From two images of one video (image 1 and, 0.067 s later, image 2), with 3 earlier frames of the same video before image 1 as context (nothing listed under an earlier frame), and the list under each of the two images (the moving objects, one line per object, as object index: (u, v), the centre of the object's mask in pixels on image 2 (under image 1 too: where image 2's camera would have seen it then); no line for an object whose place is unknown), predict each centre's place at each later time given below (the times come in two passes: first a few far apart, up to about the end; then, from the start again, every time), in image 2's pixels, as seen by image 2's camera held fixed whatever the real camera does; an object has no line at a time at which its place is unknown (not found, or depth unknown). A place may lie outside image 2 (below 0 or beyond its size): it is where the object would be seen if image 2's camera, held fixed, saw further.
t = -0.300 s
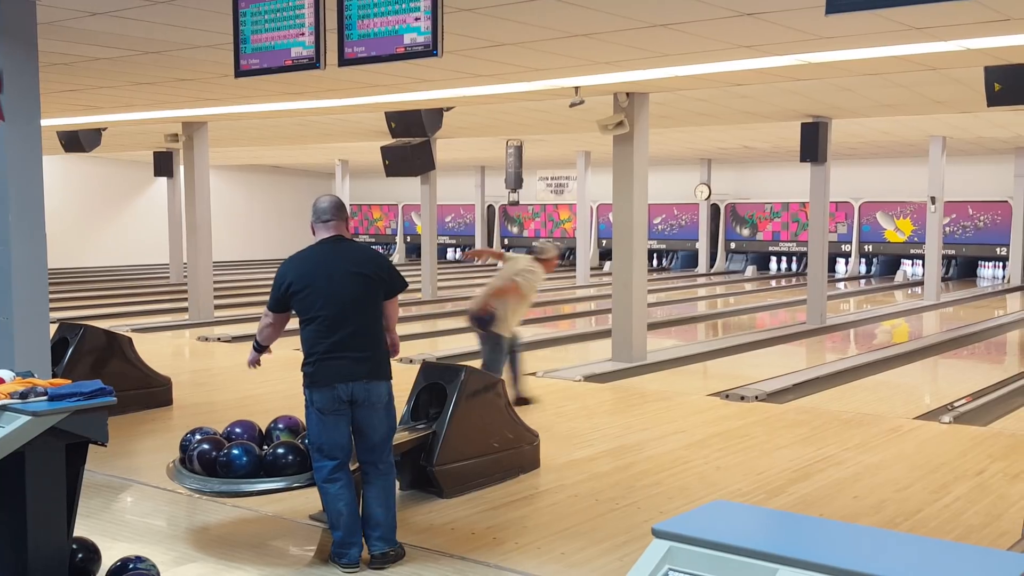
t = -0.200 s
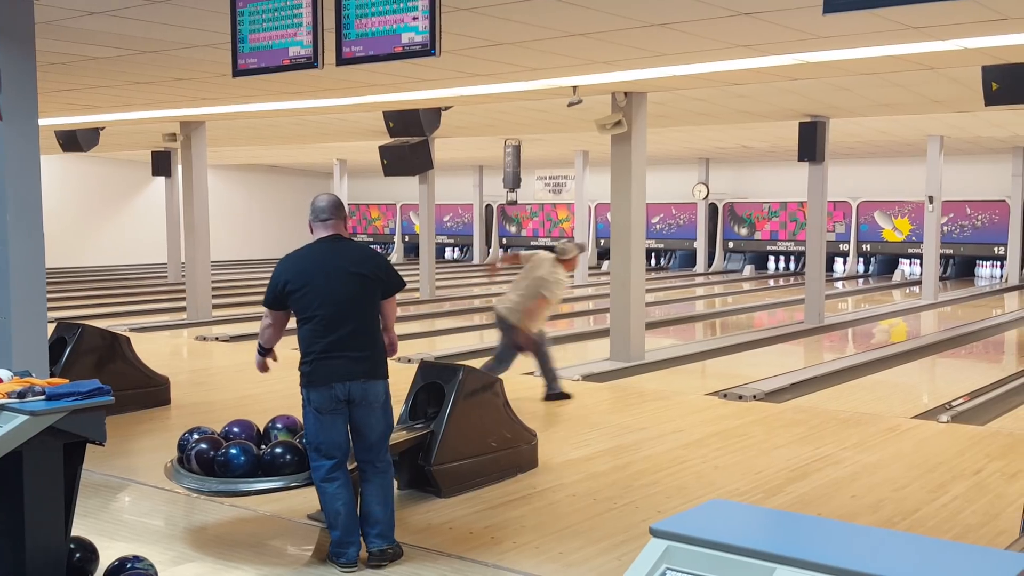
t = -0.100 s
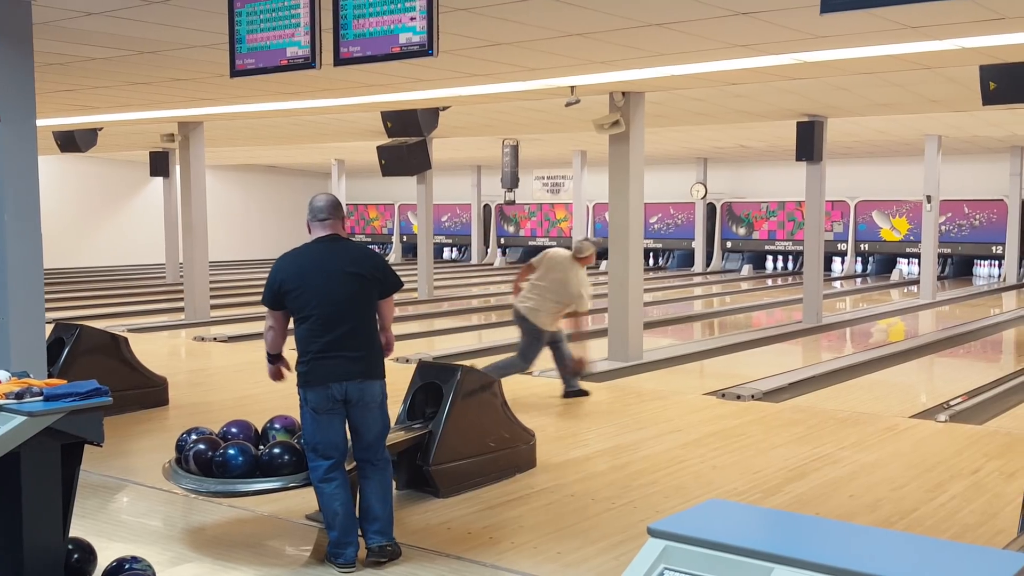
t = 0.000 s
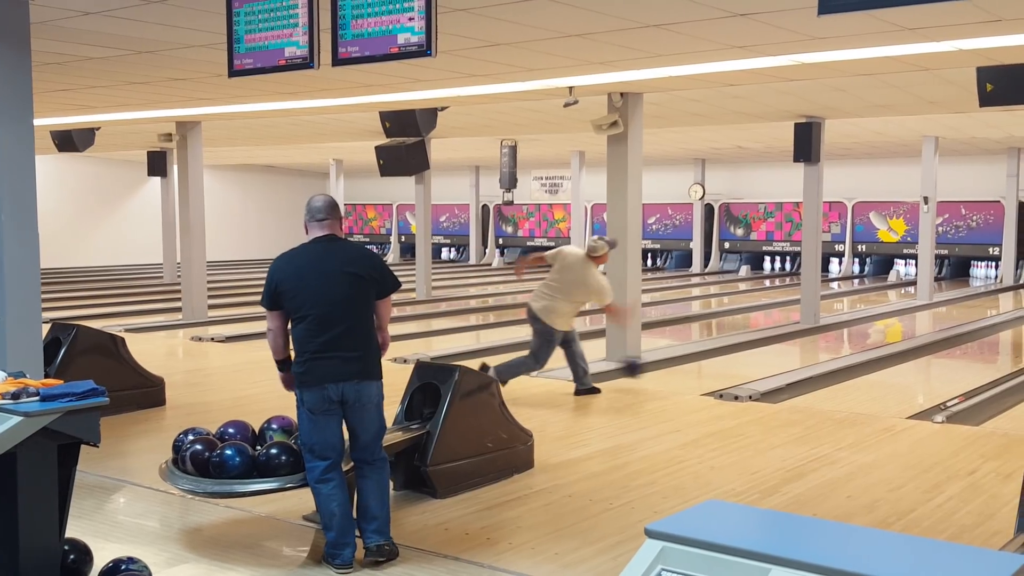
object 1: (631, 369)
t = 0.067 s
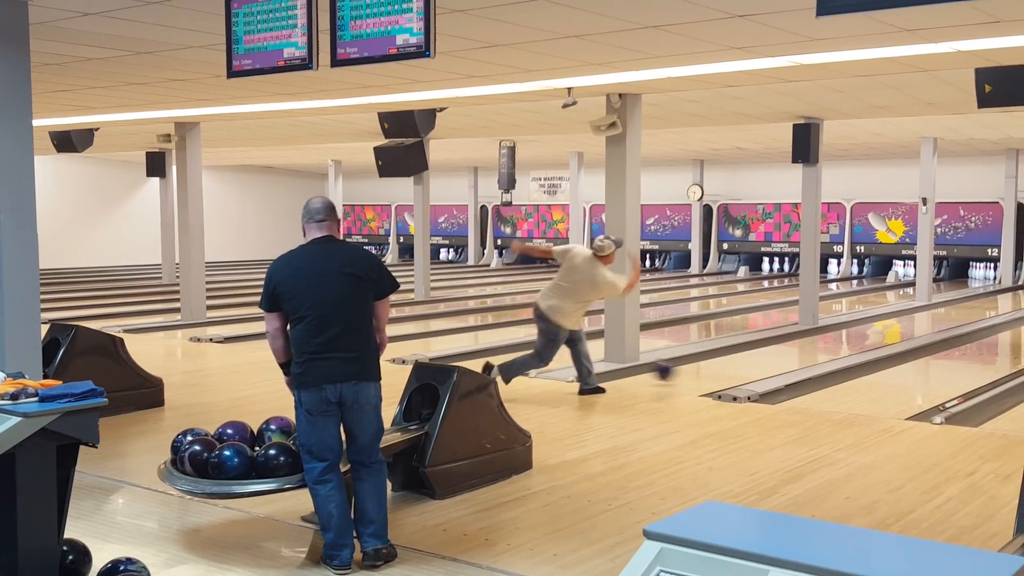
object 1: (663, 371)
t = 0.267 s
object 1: (750, 357)
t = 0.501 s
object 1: (830, 341)
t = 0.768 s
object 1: (903, 326)
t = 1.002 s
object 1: (952, 315)
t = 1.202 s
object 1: (987, 308)
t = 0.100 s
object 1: (679, 372)
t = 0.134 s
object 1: (695, 369)
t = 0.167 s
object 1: (709, 366)
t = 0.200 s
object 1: (723, 363)
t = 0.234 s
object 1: (737, 360)
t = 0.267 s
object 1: (750, 357)
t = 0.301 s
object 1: (763, 355)
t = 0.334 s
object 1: (775, 352)
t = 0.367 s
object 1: (786, 350)
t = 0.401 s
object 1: (798, 347)
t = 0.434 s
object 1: (809, 345)
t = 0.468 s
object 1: (819, 343)
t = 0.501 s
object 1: (830, 341)
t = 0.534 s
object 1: (840, 338)
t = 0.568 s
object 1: (849, 337)
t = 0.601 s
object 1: (859, 335)
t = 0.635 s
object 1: (867, 333)
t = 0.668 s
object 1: (877, 331)
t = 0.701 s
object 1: (886, 329)
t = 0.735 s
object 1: (894, 328)
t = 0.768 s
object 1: (903, 326)
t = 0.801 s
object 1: (910, 324)
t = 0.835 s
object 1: (917, 322)
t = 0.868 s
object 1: (925, 321)
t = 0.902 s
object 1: (932, 319)
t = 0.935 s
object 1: (939, 318)
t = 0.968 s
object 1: (946, 317)
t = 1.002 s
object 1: (952, 315)
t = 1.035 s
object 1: (959, 314)
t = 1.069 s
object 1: (964, 313)
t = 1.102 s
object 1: (970, 311)
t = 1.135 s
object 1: (976, 310)
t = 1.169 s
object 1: (982, 309)
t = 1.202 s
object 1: (987, 308)
